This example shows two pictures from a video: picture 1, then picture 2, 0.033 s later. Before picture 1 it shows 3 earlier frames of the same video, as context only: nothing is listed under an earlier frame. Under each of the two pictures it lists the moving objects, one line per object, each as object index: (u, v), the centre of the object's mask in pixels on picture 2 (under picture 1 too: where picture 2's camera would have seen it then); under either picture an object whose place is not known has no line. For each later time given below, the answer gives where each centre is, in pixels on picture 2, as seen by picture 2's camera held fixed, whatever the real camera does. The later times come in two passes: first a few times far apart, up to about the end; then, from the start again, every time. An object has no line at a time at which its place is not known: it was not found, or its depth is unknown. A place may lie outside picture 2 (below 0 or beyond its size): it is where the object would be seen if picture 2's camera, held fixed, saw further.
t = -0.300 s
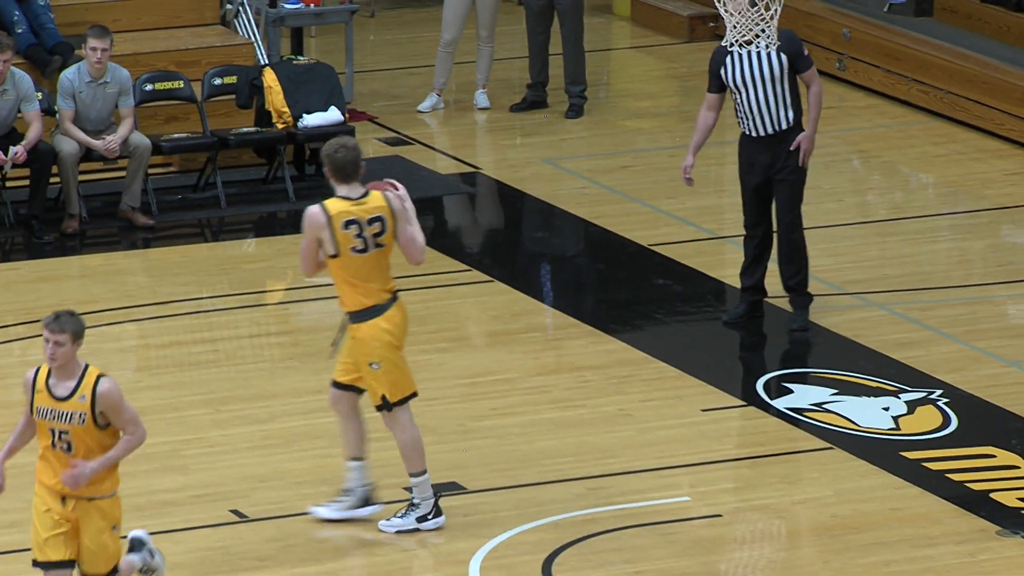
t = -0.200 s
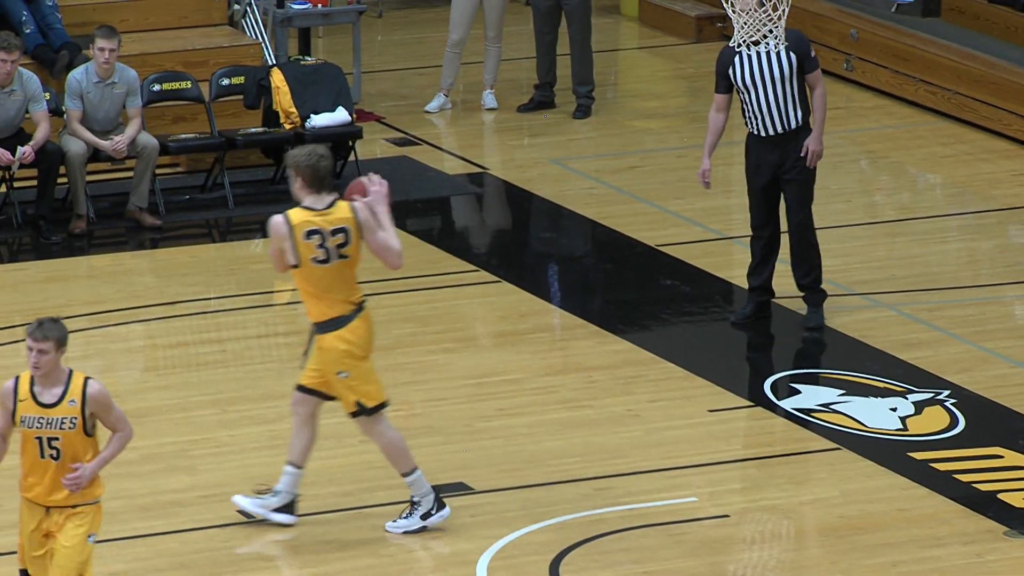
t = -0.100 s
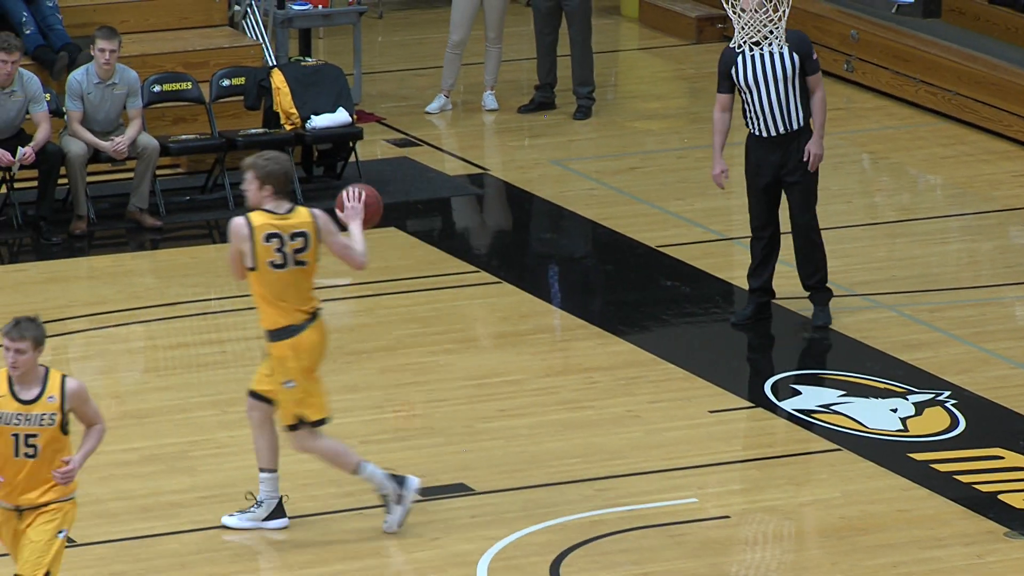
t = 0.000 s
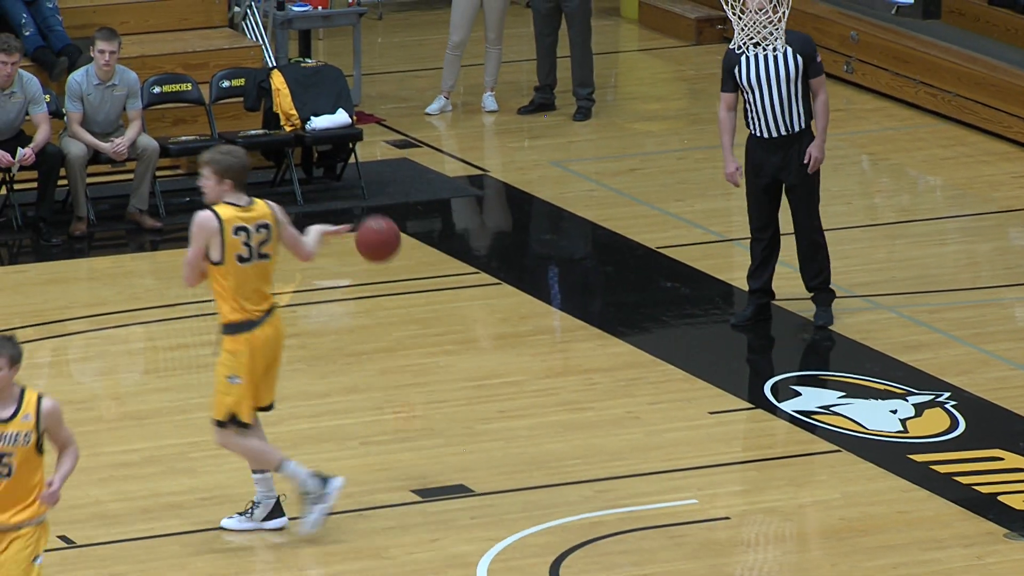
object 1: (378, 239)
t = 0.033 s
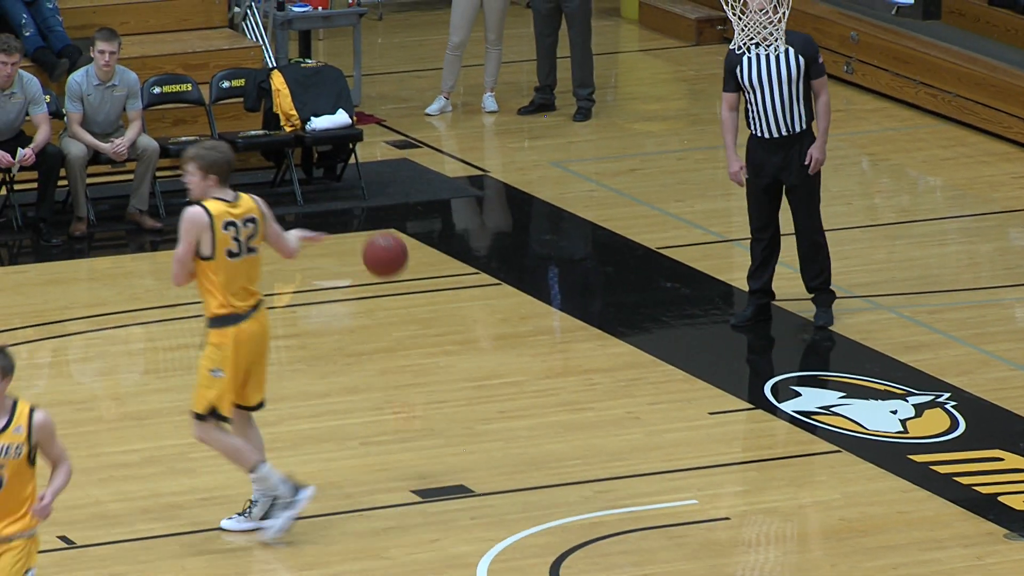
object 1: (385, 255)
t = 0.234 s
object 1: (426, 383)
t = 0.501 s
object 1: (459, 278)
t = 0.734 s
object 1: (483, 214)
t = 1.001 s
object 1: (509, 255)
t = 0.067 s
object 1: (392, 271)
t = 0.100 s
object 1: (399, 290)
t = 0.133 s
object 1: (406, 312)
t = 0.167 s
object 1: (412, 333)
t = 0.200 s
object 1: (419, 356)
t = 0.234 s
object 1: (426, 383)
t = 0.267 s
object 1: (432, 410)
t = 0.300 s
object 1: (438, 412)
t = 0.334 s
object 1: (441, 384)
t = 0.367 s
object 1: (445, 359)
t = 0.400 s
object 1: (449, 336)
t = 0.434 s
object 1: (452, 315)
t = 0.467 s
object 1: (456, 296)
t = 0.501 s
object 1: (459, 278)
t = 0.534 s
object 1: (463, 262)
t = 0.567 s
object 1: (466, 250)
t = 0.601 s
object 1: (470, 240)
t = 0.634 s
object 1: (473, 230)
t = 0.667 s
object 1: (476, 223)
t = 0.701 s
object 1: (479, 218)
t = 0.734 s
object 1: (483, 214)
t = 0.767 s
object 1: (487, 213)
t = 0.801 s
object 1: (490, 213)
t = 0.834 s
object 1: (493, 215)
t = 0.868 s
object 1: (496, 220)
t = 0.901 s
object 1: (500, 226)
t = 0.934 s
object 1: (503, 233)
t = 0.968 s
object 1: (506, 244)
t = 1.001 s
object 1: (509, 255)
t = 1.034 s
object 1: (512, 267)
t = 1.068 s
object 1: (515, 282)
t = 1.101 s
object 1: (519, 299)
